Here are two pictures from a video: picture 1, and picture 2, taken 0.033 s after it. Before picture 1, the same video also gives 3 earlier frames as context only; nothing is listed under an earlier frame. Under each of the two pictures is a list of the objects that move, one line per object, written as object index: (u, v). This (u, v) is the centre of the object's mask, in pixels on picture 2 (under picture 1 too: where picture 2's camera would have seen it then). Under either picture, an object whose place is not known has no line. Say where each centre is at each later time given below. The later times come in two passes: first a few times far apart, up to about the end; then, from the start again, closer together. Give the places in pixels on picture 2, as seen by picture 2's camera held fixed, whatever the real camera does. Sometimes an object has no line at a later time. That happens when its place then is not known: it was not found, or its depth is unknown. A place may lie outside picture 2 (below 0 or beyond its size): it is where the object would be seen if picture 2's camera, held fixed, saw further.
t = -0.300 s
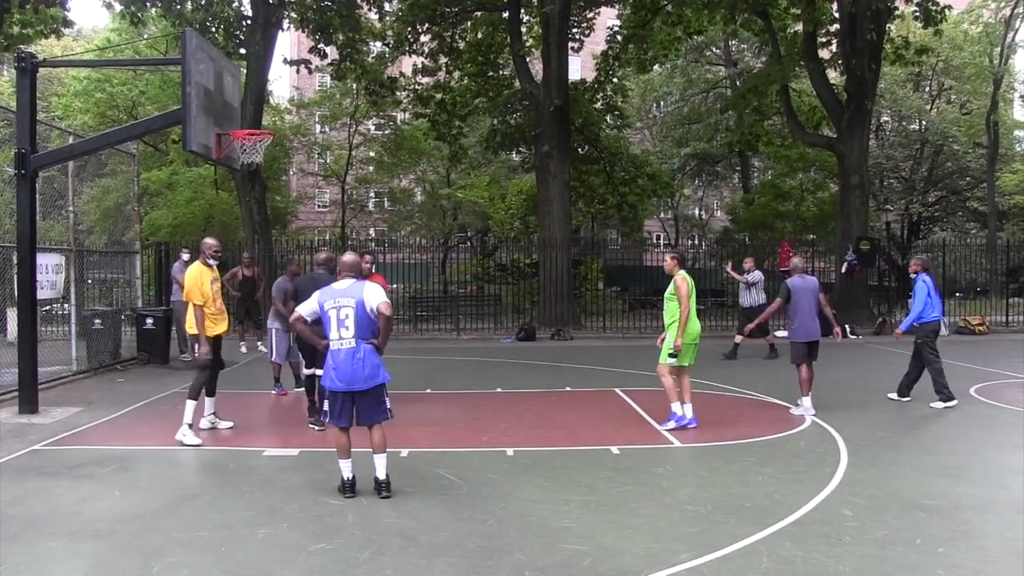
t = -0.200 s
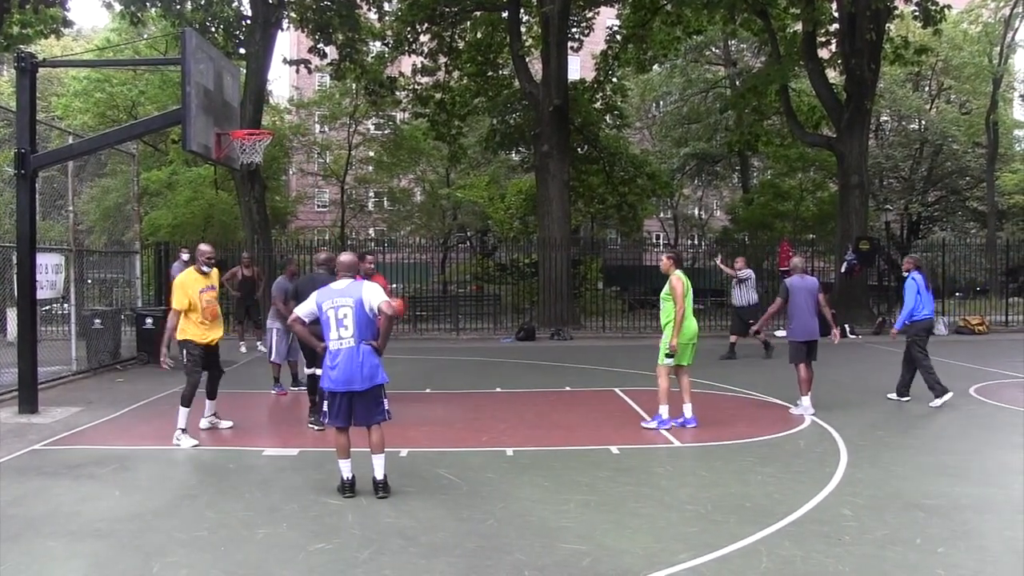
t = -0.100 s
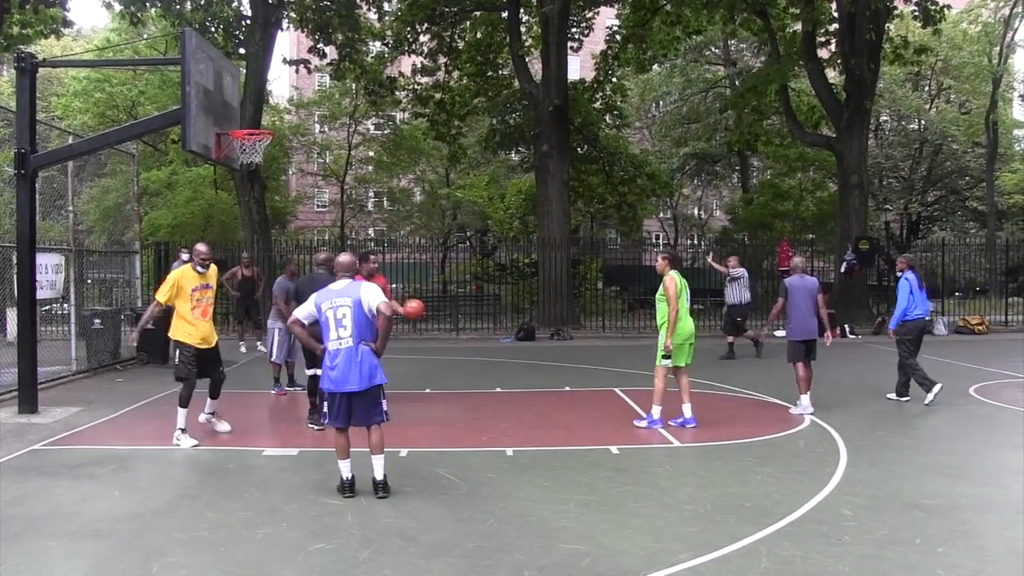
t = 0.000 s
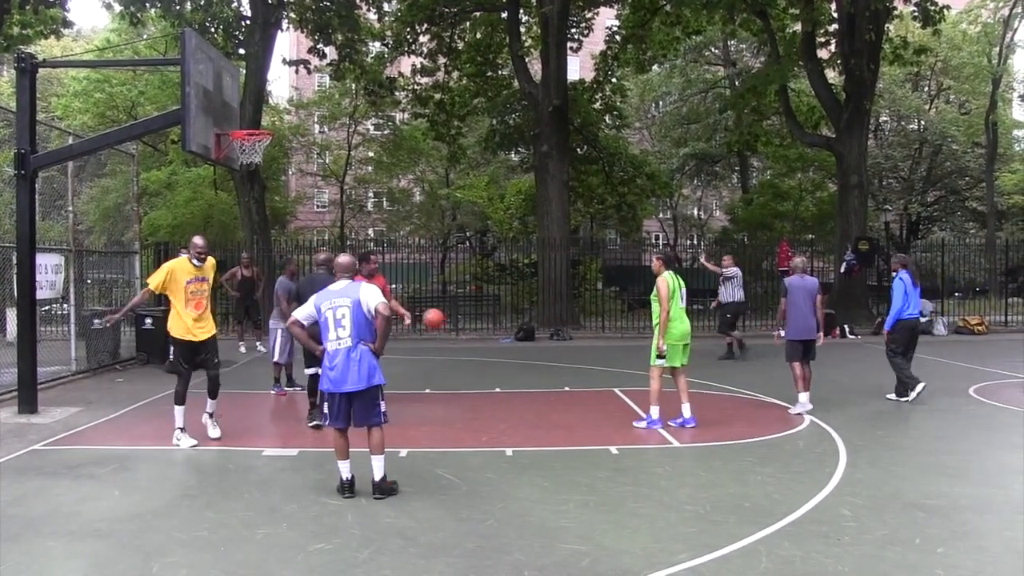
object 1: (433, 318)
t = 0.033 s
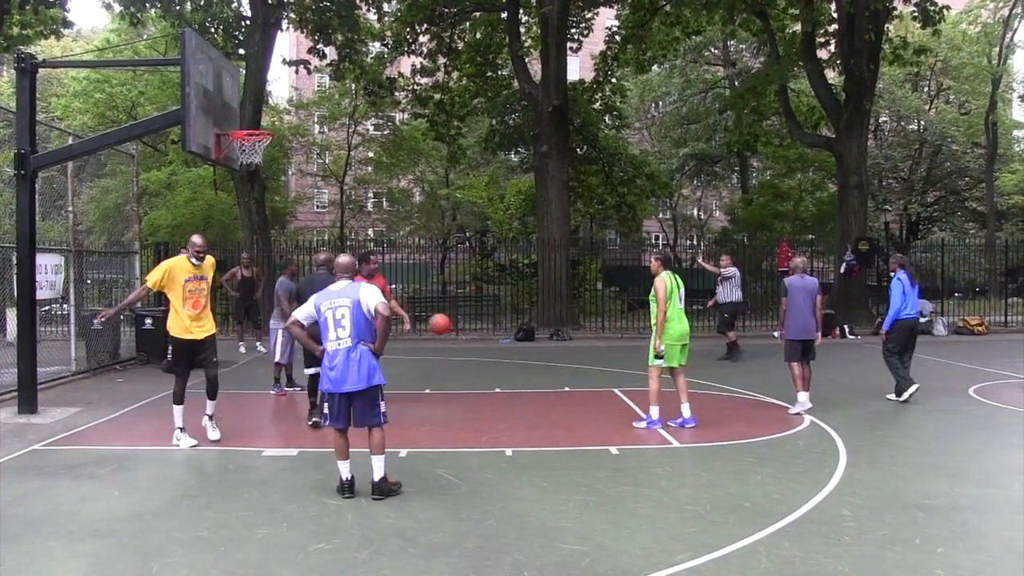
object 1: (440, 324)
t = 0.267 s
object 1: (485, 385)
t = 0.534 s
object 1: (516, 347)
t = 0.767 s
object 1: (542, 339)
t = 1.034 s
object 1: (571, 385)
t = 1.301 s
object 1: (601, 359)
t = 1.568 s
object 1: (629, 367)
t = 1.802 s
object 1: (655, 383)
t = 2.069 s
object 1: (684, 369)
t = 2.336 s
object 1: (711, 386)
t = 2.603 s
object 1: (738, 380)
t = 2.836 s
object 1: (760, 385)
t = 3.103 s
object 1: (784, 396)
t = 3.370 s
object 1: (807, 389)
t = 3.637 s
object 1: (829, 390)
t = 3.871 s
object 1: (847, 390)
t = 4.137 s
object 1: (869, 394)
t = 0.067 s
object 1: (447, 330)
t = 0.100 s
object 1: (452, 337)
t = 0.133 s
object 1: (460, 345)
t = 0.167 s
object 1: (465, 353)
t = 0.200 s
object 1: (472, 363)
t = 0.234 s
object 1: (478, 373)
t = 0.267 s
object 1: (485, 385)
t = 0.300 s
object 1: (490, 397)
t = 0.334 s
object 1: (494, 389)
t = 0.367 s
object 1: (498, 380)
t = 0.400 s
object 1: (502, 372)
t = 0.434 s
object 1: (505, 364)
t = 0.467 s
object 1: (509, 357)
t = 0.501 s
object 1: (513, 351)
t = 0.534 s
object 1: (516, 347)
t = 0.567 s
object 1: (520, 343)
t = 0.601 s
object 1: (524, 340)
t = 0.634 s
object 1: (528, 337)
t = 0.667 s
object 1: (531, 337)
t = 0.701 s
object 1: (535, 336)
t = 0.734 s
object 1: (538, 337)
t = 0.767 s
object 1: (542, 339)
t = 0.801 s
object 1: (545, 341)
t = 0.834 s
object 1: (549, 345)
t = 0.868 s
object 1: (553, 349)
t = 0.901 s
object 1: (557, 355)
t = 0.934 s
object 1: (560, 361)
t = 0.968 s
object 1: (564, 368)
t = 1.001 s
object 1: (567, 376)
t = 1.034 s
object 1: (571, 385)
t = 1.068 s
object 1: (574, 396)
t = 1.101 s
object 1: (578, 393)
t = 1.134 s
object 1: (582, 385)
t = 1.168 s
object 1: (586, 378)
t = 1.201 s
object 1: (590, 372)
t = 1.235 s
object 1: (593, 367)
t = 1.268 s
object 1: (597, 363)
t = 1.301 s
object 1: (601, 359)
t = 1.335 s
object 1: (605, 357)
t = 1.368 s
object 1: (608, 356)
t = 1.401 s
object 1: (612, 355)
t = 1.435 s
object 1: (616, 356)
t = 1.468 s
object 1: (619, 358)
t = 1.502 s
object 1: (622, 360)
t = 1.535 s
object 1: (626, 363)
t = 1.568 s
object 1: (629, 367)
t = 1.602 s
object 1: (631, 372)
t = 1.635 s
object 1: (632, 378)
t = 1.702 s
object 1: (651, 396)
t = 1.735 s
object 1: (652, 394)
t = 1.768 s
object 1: (654, 388)
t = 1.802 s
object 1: (655, 383)
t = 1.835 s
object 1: (657, 378)
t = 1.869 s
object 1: (658, 375)
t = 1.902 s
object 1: (660, 374)
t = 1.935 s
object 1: (677, 369)
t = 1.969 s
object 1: (679, 367)
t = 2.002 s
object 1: (680, 367)
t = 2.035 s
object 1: (682, 368)
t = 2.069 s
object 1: (684, 369)
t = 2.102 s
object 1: (687, 372)
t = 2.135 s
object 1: (691, 376)
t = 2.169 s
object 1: (695, 380)
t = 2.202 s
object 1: (697, 386)
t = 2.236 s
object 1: (701, 393)
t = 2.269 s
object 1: (705, 398)
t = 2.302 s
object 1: (708, 391)
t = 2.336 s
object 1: (711, 386)
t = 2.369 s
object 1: (715, 382)
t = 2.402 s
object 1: (718, 379)
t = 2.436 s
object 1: (722, 377)
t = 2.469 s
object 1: (725, 376)
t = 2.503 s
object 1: (727, 376)
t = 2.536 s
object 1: (730, 376)
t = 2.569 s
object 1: (734, 378)
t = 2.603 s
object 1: (738, 380)
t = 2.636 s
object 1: (741, 384)
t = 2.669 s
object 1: (744, 389)
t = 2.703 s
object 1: (747, 394)
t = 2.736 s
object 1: (750, 396)
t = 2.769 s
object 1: (753, 392)
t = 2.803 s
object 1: (756, 388)
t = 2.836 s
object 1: (760, 385)
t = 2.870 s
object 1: (762, 383)
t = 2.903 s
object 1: (765, 382)
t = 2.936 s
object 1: (769, 382)
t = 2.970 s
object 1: (773, 383)
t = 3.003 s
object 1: (774, 384)
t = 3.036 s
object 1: (777, 387)
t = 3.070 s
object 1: (780, 391)
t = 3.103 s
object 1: (784, 396)
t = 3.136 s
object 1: (787, 395)
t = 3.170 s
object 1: (789, 391)
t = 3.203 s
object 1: (793, 389)
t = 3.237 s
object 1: (796, 387)
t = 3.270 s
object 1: (798, 386)
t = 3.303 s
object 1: (801, 386)
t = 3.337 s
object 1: (804, 387)
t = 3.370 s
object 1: (807, 389)
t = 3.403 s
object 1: (810, 392)
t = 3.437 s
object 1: (813, 396)
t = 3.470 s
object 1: (815, 395)
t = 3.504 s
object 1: (818, 392)
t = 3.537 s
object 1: (821, 390)
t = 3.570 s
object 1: (824, 389)
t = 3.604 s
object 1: (826, 389)
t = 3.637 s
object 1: (829, 390)
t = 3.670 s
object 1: (832, 392)
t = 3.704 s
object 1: (834, 395)
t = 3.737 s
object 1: (836, 396)
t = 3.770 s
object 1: (839, 393)
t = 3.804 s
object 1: (841, 391)
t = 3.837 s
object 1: (844, 390)
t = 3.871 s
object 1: (847, 390)
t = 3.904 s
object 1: (850, 391)
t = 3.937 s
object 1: (853, 393)
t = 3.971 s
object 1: (856, 395)
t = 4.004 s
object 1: (858, 393)
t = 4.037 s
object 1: (861, 392)
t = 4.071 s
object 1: (864, 391)
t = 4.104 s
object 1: (866, 392)
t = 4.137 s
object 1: (869, 394)
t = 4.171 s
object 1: (872, 395)
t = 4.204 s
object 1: (875, 394)
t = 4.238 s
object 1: (878, 393)
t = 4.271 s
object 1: (880, 392)
